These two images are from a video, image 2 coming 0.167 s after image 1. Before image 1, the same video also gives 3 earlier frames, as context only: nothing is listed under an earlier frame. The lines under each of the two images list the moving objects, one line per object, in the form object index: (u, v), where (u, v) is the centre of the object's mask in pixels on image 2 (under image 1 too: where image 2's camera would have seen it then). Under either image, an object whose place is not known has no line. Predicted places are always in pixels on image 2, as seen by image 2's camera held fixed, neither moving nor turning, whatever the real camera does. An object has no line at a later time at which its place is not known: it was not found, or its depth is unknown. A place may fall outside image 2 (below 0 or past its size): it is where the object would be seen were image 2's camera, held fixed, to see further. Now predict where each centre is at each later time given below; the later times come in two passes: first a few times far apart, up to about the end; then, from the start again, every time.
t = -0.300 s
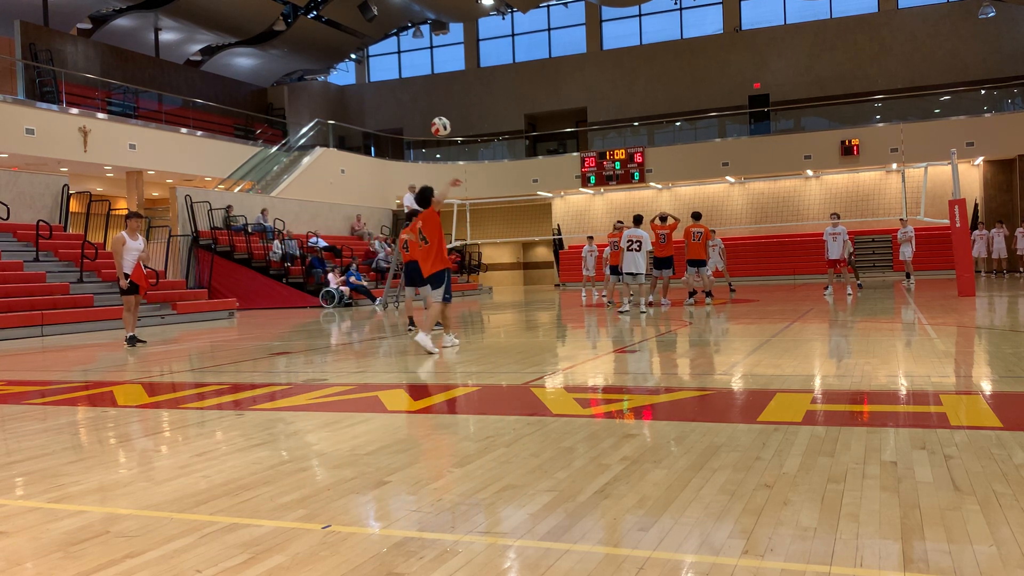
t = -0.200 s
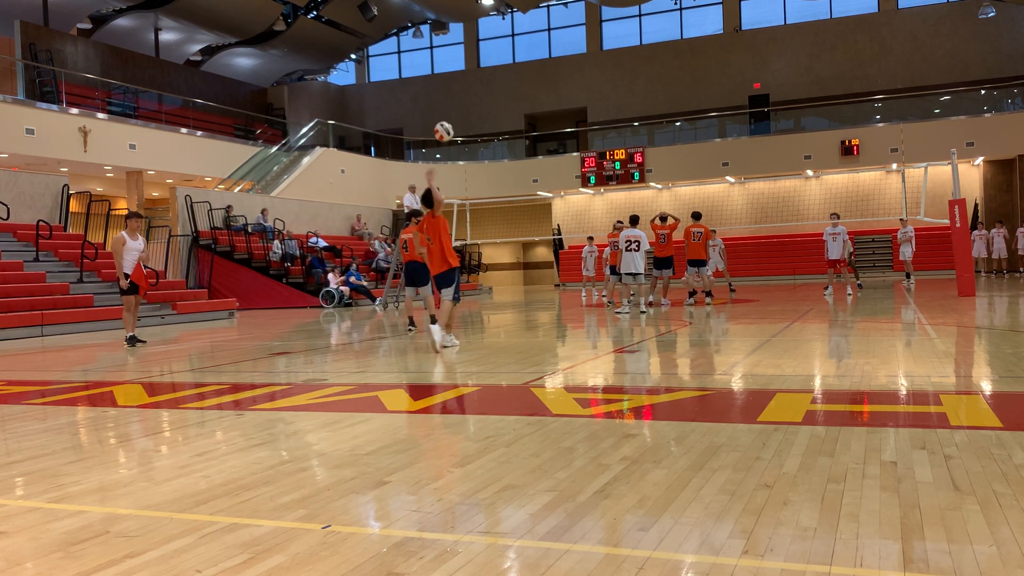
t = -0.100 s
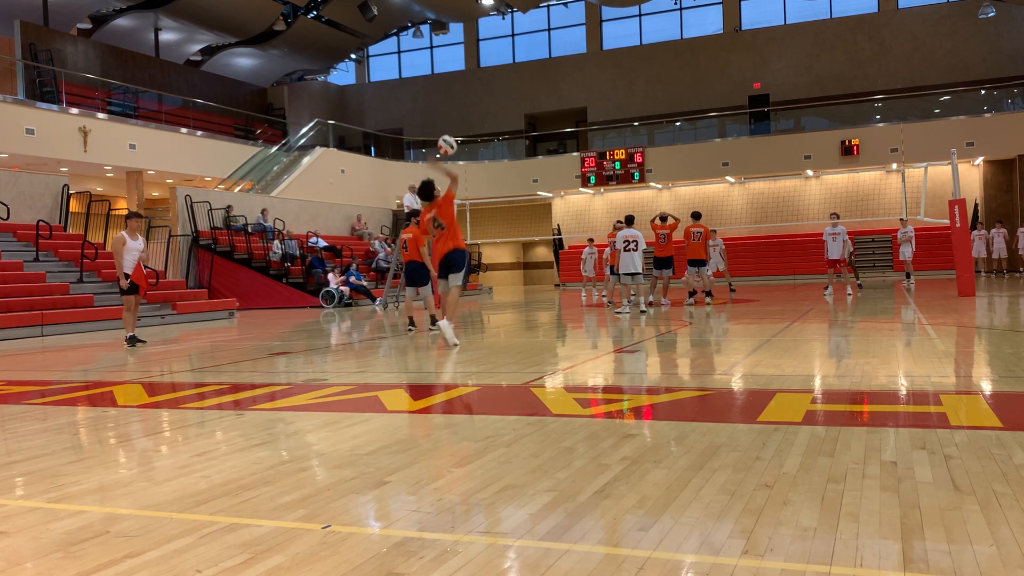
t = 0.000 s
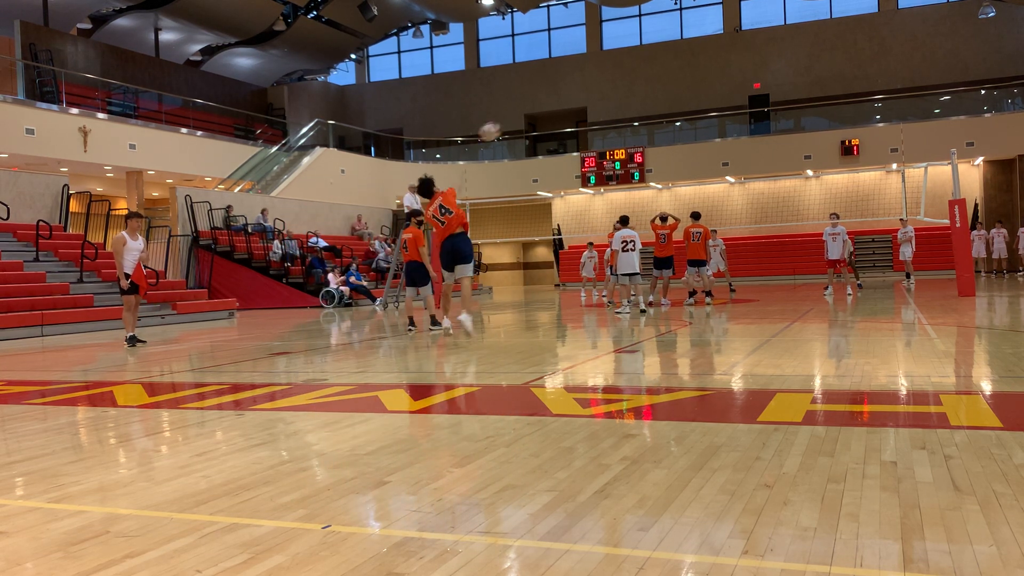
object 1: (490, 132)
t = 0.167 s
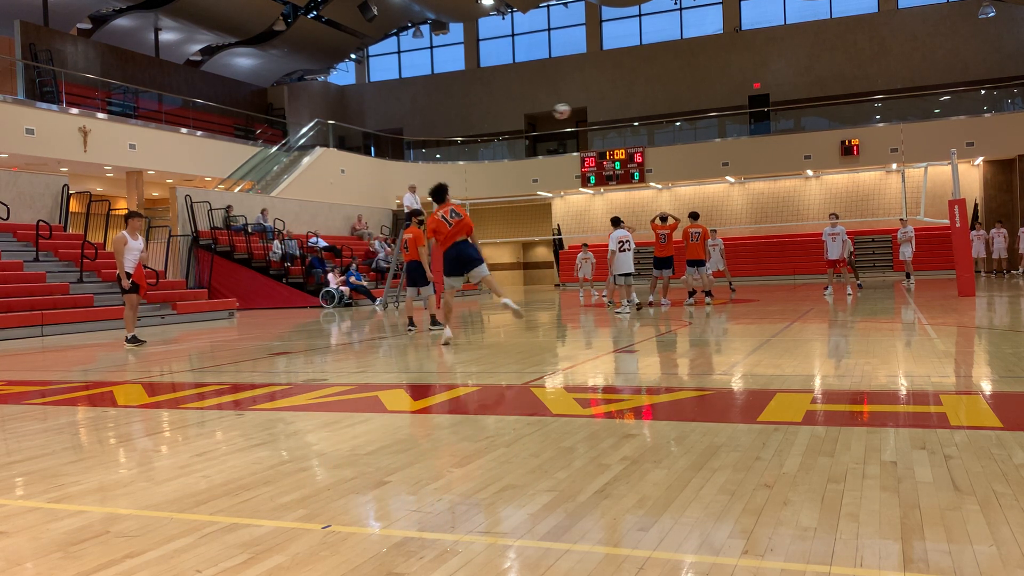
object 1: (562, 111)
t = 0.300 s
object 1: (606, 112)
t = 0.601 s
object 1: (675, 147)
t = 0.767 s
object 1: (700, 176)
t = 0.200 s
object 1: (574, 110)
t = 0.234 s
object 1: (585, 110)
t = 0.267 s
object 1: (596, 111)
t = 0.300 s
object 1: (606, 112)
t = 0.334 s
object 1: (615, 114)
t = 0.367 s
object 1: (624, 116)
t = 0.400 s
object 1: (633, 120)
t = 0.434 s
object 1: (642, 123)
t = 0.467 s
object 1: (649, 128)
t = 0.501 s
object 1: (656, 132)
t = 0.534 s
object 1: (663, 137)
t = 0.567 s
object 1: (670, 141)
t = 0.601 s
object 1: (675, 147)
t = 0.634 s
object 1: (681, 153)
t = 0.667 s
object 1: (686, 159)
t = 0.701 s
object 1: (690, 164)
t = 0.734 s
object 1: (695, 171)
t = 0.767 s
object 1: (700, 176)
